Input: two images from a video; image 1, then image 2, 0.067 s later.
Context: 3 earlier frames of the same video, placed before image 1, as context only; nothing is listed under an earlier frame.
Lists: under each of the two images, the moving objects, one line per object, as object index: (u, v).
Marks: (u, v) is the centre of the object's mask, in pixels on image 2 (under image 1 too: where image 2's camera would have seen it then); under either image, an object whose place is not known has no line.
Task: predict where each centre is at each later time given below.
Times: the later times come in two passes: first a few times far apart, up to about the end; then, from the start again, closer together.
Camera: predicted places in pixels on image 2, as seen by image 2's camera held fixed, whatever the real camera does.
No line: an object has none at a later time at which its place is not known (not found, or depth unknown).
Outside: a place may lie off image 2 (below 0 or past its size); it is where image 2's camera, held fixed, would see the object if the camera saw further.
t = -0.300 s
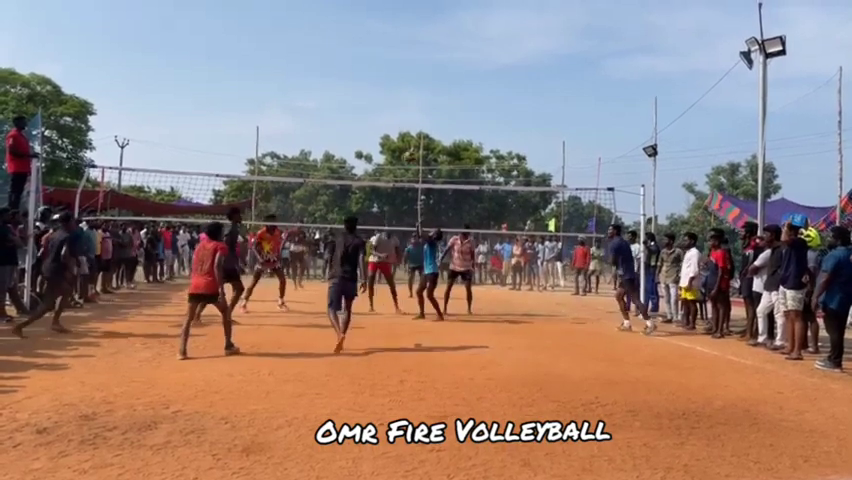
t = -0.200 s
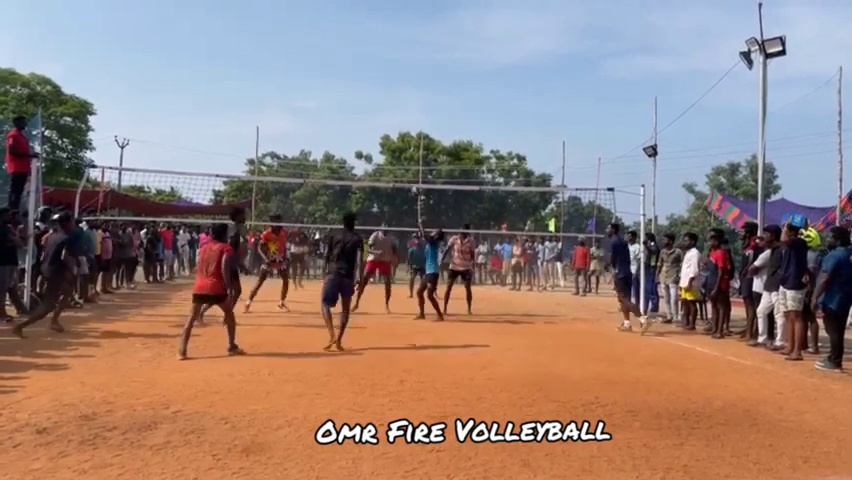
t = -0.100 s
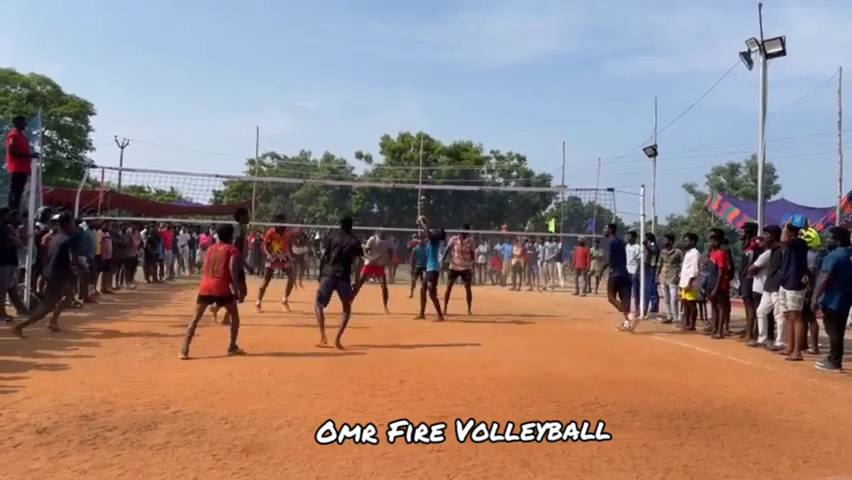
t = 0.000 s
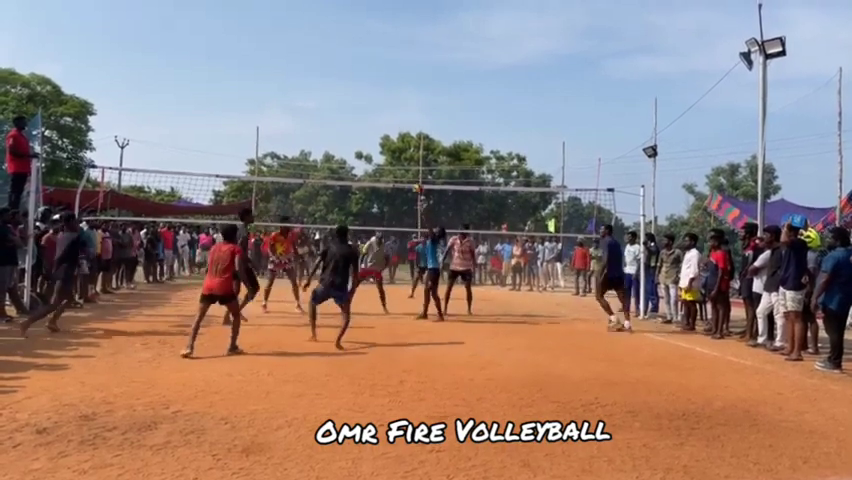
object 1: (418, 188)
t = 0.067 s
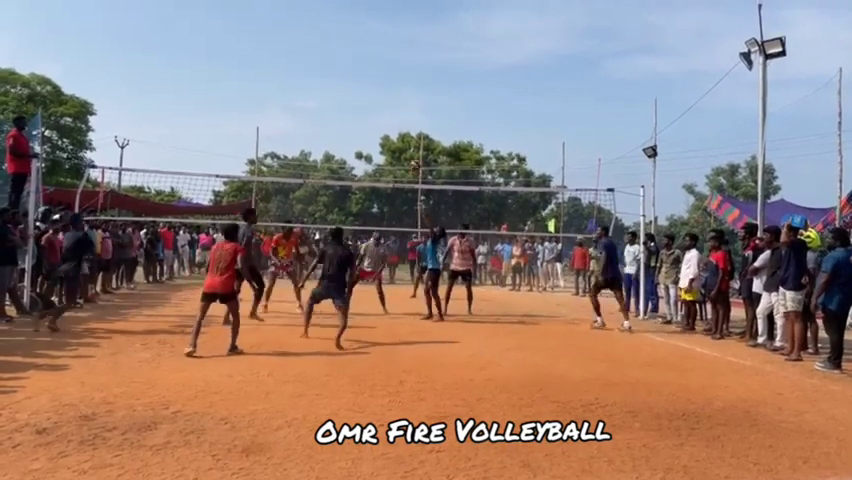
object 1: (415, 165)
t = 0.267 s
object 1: (405, 109)
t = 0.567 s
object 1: (383, 66)
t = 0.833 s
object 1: (363, 76)
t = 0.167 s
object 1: (412, 134)
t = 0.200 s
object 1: (408, 126)
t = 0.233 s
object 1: (406, 117)
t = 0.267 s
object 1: (405, 109)
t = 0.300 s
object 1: (402, 102)
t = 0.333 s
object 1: (400, 95)
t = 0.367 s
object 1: (395, 84)
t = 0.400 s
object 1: (393, 79)
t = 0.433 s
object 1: (392, 76)
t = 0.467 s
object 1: (389, 72)
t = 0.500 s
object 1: (387, 70)
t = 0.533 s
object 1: (385, 67)
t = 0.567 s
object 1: (383, 66)
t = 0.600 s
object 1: (380, 65)
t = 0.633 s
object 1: (378, 65)
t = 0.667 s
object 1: (375, 65)
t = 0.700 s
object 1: (373, 67)
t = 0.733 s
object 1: (371, 68)
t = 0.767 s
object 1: (368, 70)
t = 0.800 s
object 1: (366, 73)
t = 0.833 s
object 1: (363, 76)
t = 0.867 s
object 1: (360, 81)
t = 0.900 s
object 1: (358, 85)
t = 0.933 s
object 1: (356, 91)
